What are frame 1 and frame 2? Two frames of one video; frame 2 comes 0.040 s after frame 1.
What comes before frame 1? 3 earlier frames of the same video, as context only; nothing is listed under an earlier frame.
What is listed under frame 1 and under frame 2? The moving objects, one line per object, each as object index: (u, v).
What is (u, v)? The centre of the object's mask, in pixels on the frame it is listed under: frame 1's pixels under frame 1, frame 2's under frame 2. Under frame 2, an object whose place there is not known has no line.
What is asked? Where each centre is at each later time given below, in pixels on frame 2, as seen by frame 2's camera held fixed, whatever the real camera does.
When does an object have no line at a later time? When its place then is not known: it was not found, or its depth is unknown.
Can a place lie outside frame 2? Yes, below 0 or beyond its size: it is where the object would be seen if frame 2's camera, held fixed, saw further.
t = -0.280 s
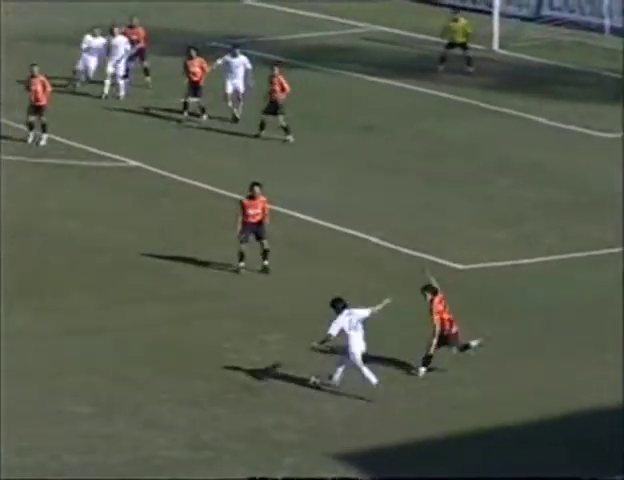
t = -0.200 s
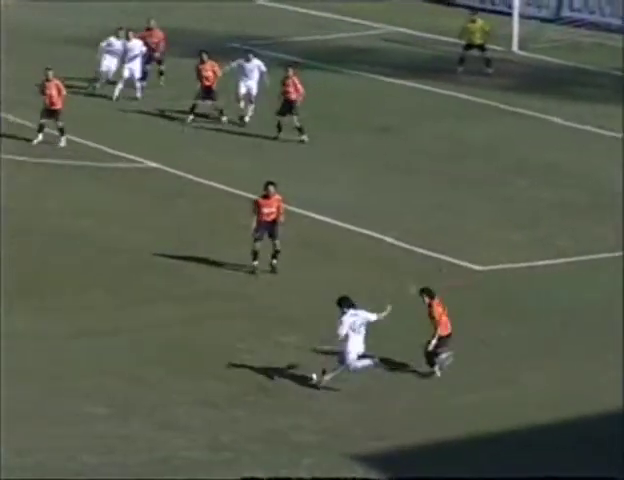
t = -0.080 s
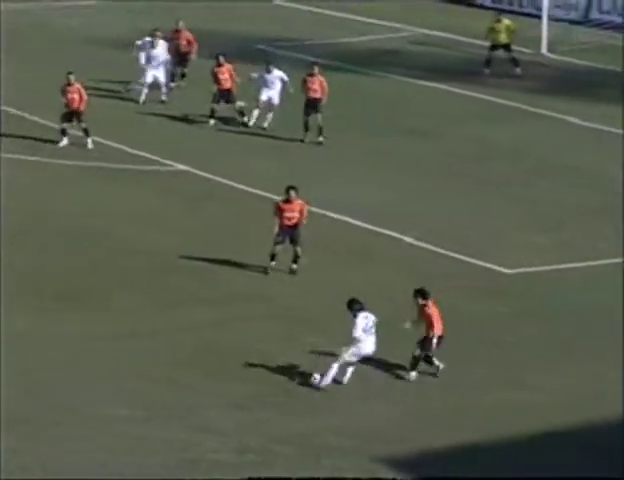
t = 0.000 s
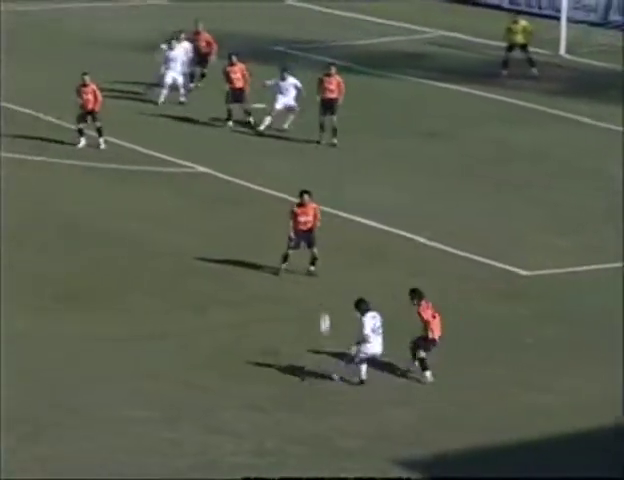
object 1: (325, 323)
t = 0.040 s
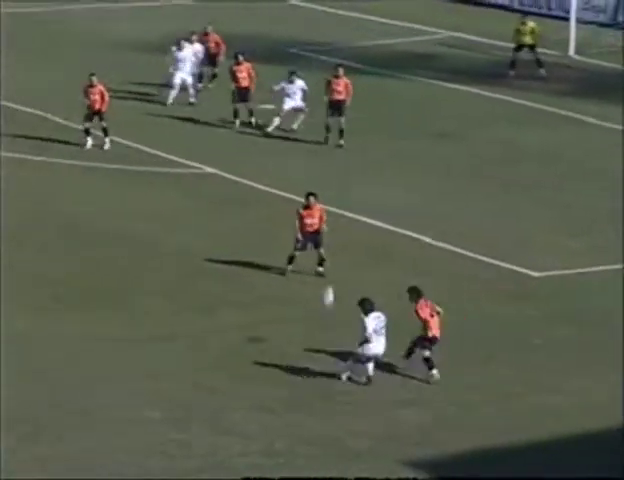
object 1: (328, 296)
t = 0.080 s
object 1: (327, 269)
